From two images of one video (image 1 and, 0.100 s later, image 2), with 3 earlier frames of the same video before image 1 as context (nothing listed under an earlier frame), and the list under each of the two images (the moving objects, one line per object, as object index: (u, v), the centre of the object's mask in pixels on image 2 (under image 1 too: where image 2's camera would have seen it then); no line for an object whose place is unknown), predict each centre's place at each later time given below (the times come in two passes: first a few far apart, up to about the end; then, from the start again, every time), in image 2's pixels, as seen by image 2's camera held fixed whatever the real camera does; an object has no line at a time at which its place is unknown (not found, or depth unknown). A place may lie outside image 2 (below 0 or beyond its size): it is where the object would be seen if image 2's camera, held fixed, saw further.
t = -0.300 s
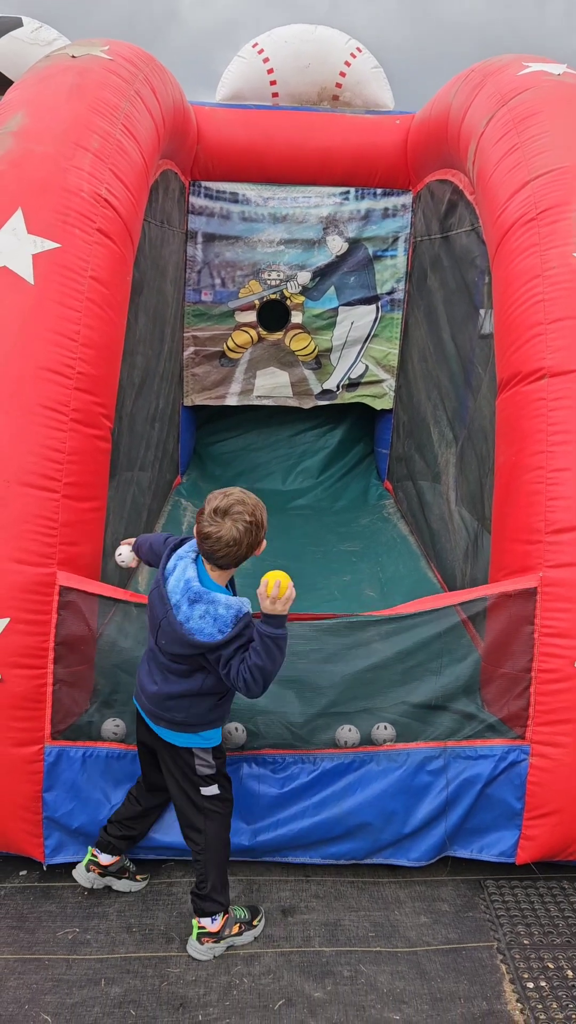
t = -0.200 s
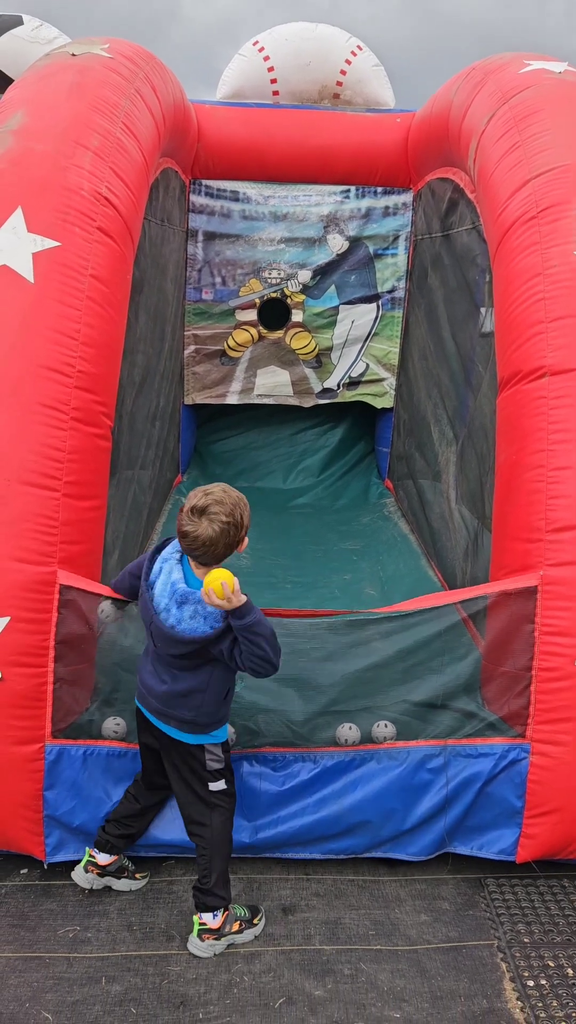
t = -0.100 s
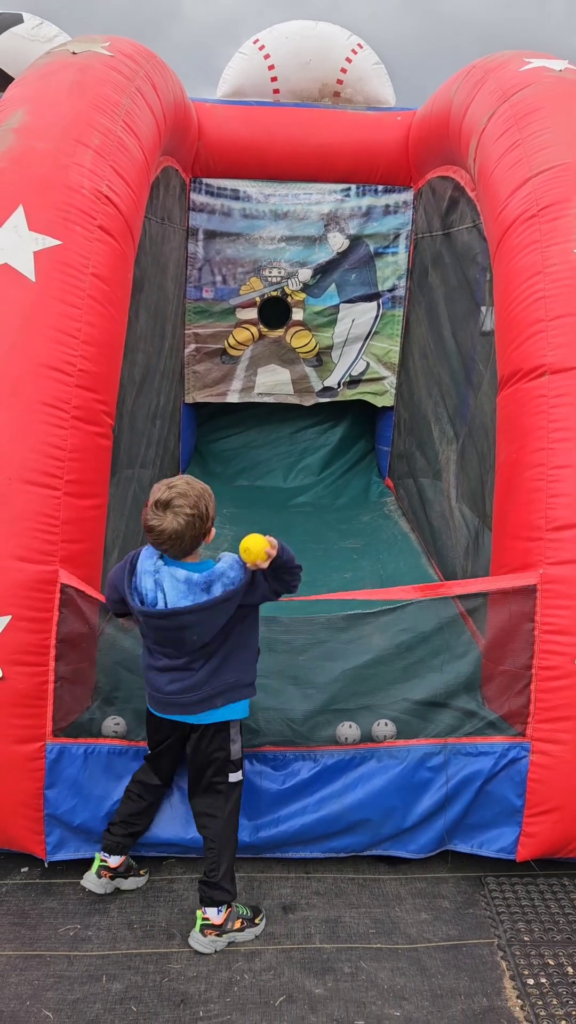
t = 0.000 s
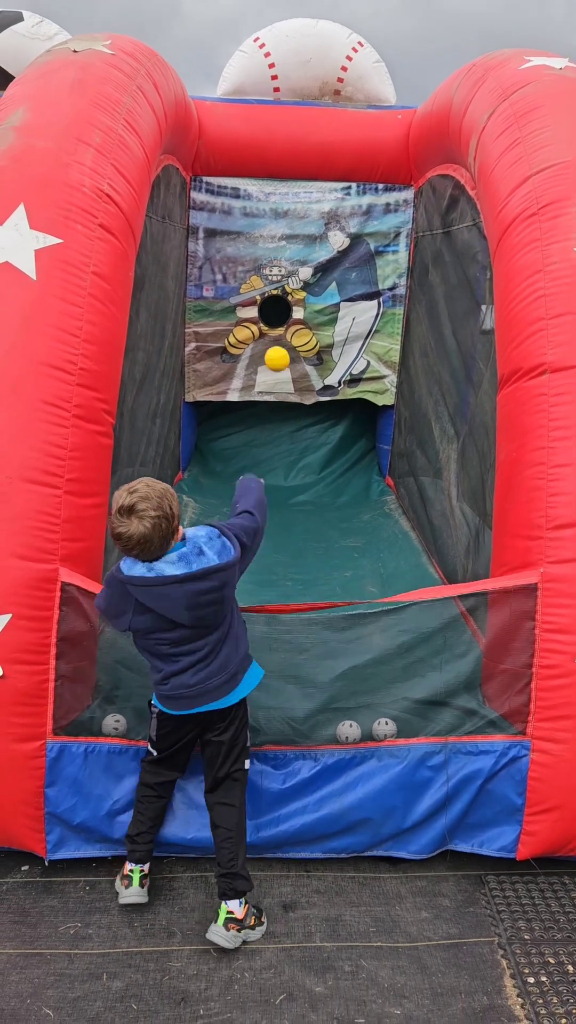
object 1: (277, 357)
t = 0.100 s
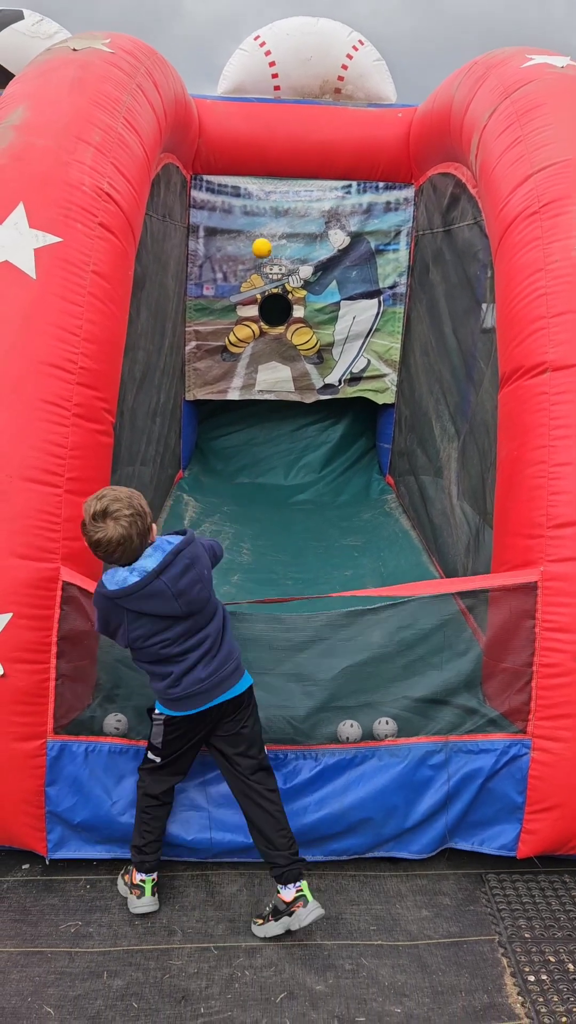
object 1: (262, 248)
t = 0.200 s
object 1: (252, 200)
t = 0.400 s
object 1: (242, 193)
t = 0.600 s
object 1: (236, 221)
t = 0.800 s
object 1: (232, 310)
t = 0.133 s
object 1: (258, 227)
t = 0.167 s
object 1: (255, 211)
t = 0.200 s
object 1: (252, 200)
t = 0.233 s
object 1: (250, 193)
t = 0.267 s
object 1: (248, 189)
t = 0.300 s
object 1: (246, 187)
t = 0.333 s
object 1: (244, 187)
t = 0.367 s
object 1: (243, 189)
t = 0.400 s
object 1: (242, 193)
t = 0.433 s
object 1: (240, 199)
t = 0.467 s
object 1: (240, 200)
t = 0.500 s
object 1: (239, 202)
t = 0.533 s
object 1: (238, 206)
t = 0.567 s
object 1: (237, 213)
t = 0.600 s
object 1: (236, 221)
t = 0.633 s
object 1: (235, 231)
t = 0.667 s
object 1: (235, 243)
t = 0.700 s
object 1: (234, 257)
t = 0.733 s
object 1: (233, 273)
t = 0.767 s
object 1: (233, 291)
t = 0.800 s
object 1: (232, 310)
